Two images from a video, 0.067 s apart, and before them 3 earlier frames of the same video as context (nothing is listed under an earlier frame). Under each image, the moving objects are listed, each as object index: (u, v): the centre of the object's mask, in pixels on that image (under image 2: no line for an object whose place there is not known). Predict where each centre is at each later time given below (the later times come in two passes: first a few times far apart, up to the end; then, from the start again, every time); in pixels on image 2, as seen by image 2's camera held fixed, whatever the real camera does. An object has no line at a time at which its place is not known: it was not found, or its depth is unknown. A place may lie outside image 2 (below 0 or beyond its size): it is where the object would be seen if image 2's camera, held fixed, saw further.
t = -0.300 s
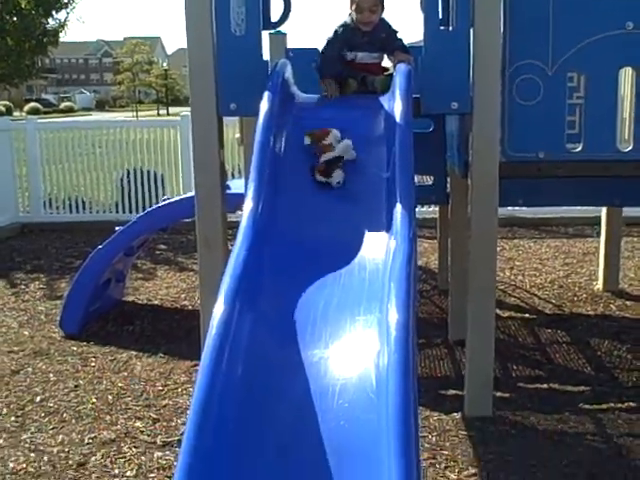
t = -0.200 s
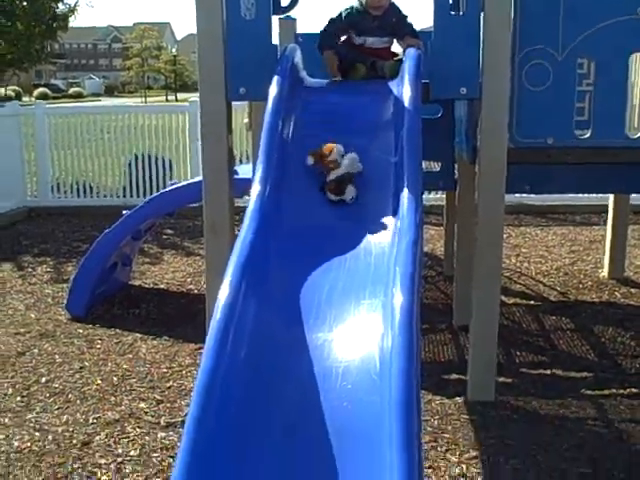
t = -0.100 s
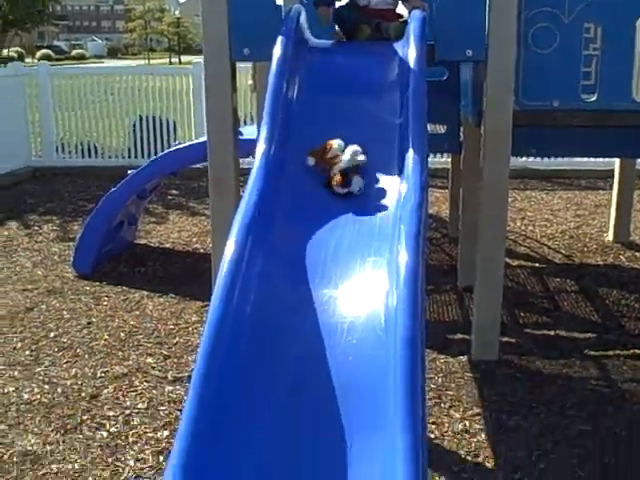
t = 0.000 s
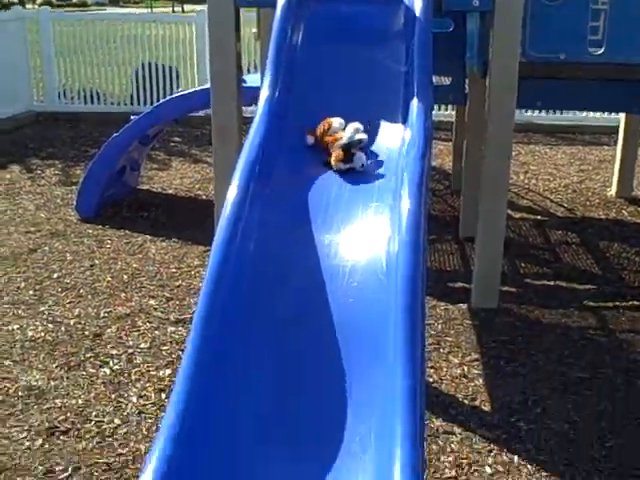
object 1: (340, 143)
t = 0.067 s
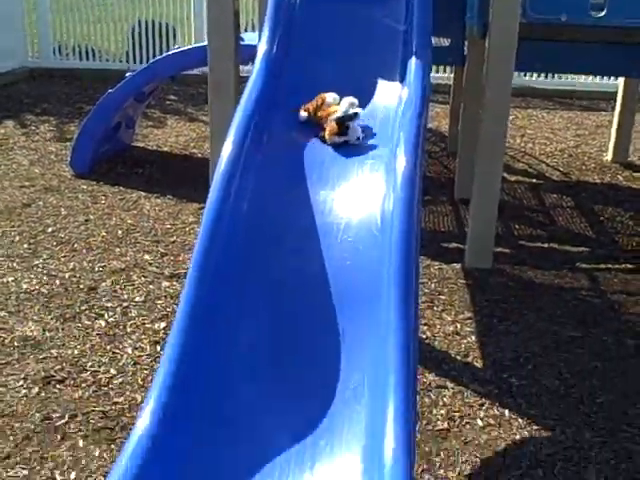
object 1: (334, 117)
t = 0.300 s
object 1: (325, 165)
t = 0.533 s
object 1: (308, 262)
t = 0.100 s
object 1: (331, 124)
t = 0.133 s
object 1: (331, 128)
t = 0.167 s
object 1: (331, 133)
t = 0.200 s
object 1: (331, 141)
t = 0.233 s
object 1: (327, 148)
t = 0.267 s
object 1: (325, 154)
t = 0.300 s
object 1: (325, 165)
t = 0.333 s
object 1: (325, 171)
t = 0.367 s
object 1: (321, 181)
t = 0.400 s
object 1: (318, 194)
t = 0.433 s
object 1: (315, 210)
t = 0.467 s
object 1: (313, 225)
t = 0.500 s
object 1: (310, 242)
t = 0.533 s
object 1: (308, 262)
